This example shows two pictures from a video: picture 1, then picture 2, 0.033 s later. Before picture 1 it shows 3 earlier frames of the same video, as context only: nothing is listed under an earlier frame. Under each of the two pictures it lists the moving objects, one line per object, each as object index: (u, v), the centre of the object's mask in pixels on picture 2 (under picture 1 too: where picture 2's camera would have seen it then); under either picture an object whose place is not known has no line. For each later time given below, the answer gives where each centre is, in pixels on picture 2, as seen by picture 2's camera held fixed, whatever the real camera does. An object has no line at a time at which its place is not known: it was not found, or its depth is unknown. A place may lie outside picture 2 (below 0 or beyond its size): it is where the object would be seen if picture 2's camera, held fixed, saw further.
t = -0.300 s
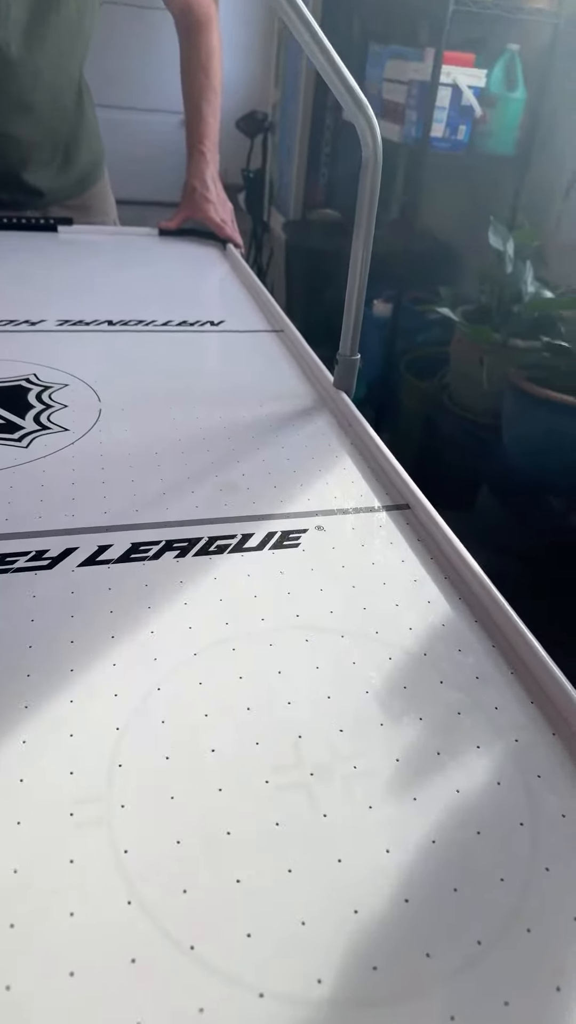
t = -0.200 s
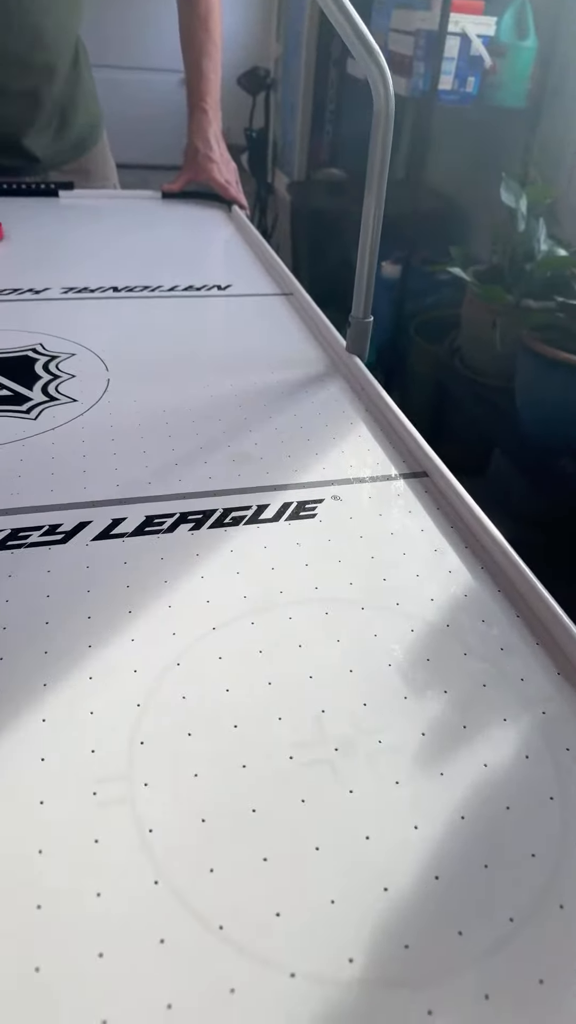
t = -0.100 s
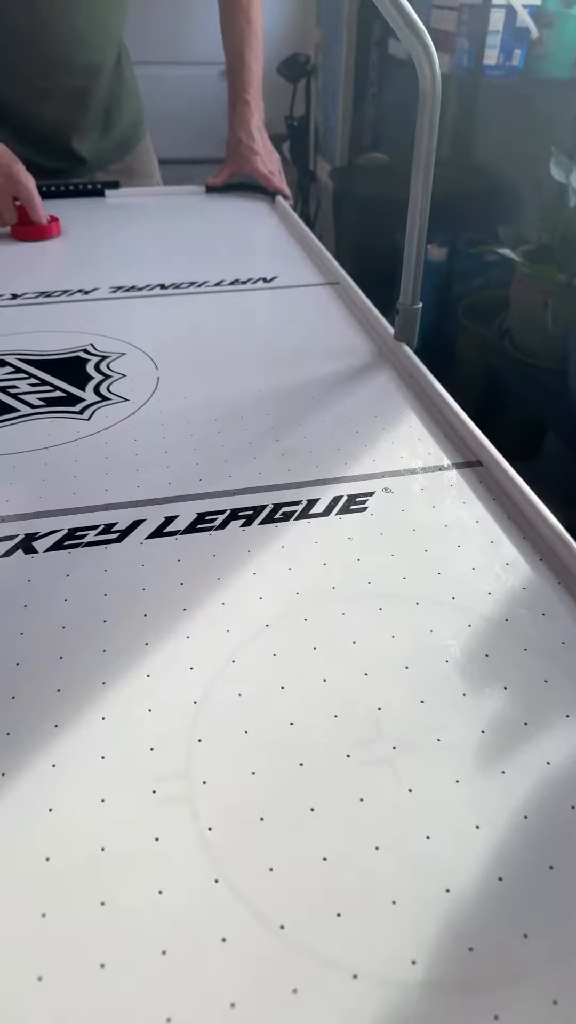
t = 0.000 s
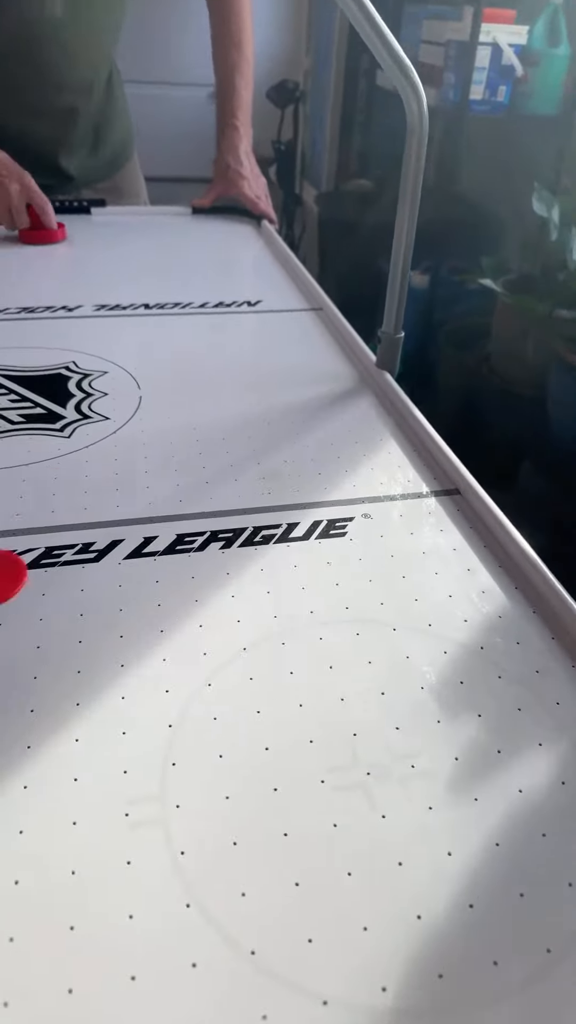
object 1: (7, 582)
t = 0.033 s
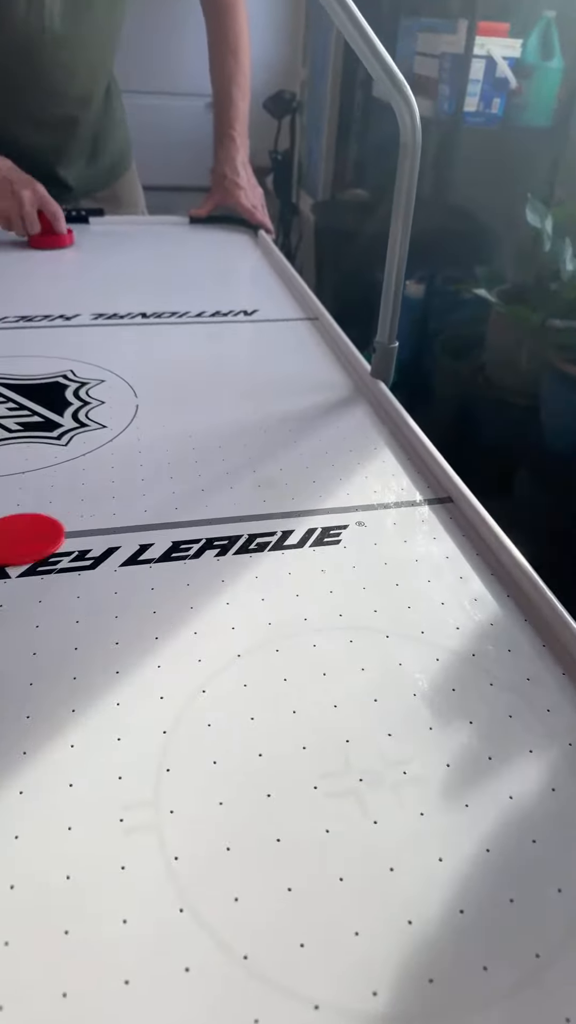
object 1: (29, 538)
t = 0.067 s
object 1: (57, 499)
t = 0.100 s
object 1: (88, 466)
